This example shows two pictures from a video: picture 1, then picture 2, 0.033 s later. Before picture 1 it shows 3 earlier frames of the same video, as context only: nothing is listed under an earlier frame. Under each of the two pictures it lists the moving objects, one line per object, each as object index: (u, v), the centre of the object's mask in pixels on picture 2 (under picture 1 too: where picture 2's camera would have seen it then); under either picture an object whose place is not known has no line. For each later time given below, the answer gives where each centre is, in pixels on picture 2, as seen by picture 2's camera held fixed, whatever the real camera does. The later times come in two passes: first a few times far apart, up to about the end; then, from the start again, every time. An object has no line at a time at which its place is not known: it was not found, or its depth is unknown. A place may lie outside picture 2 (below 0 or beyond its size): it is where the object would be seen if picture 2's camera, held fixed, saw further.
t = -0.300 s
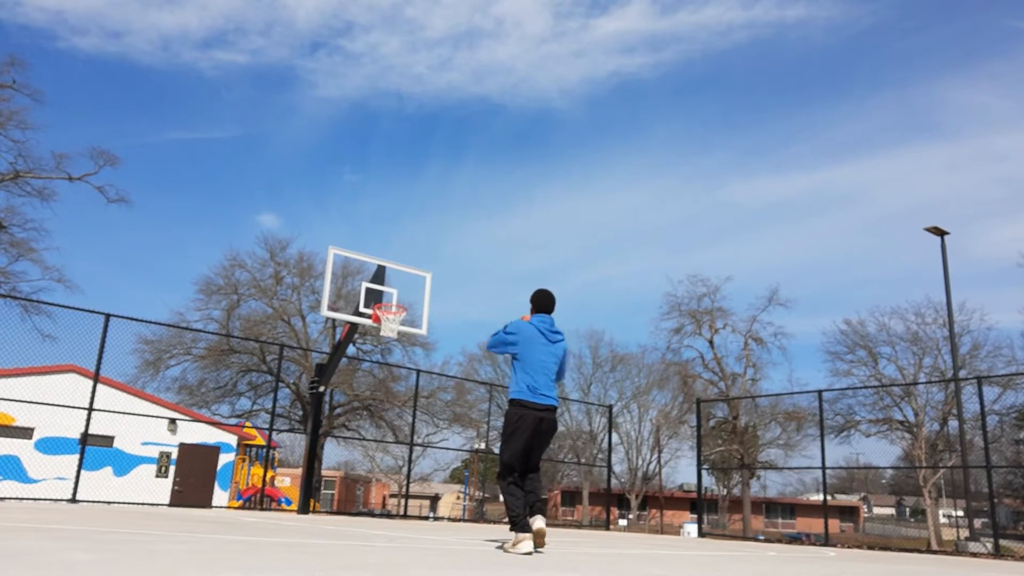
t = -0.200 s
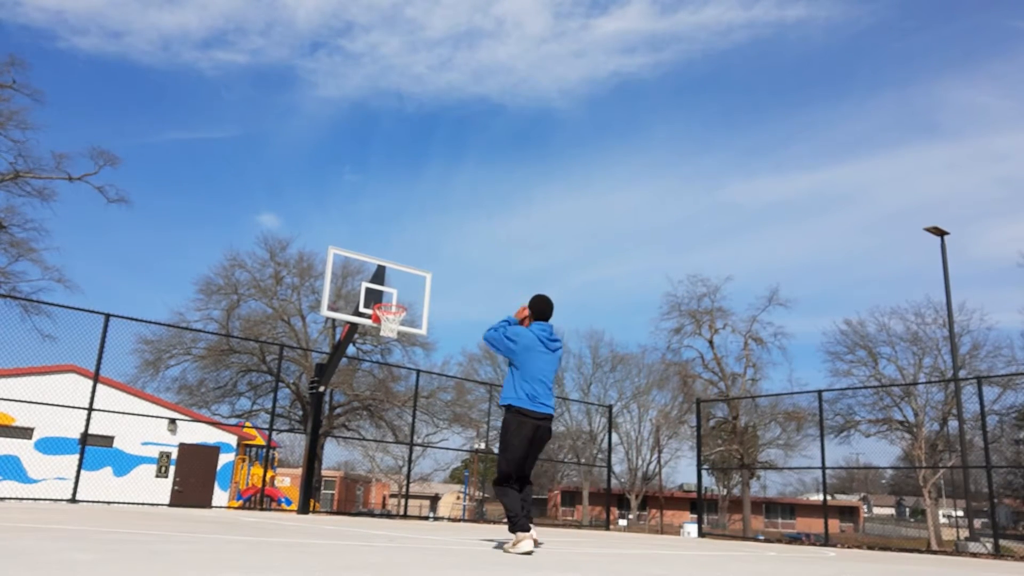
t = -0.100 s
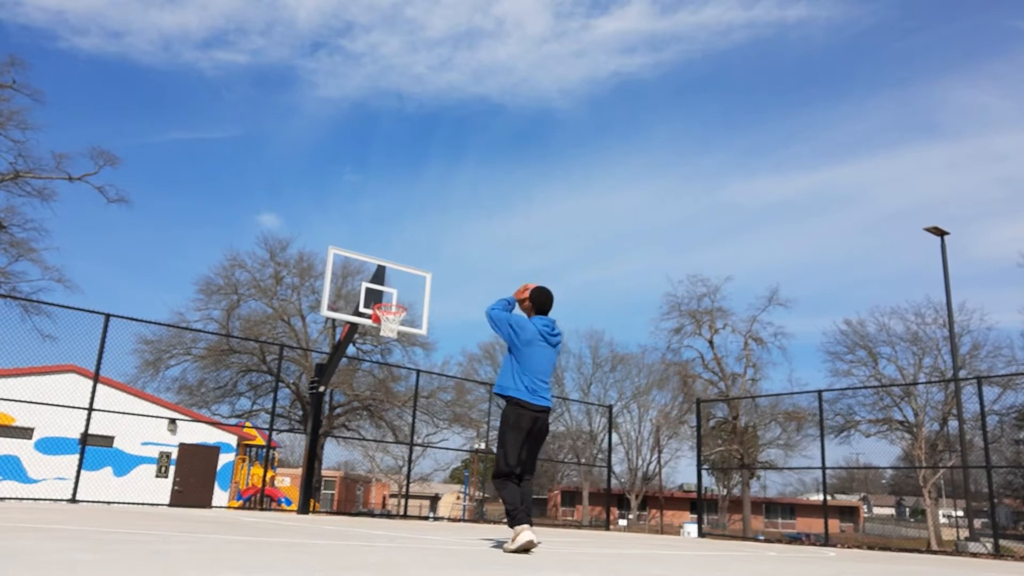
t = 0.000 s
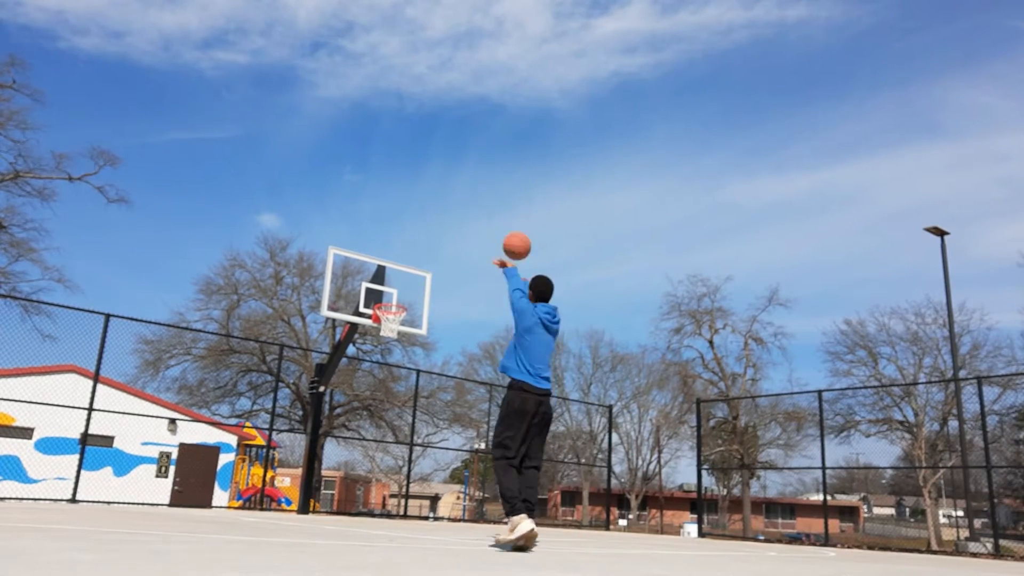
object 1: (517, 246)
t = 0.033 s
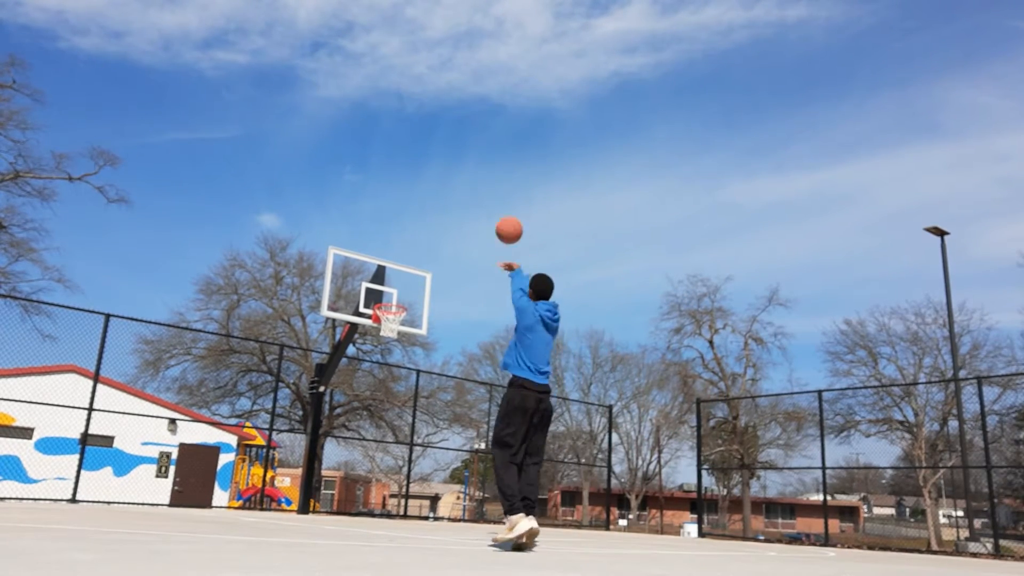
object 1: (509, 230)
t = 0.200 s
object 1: (476, 181)
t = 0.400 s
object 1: (444, 170)
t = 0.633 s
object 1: (413, 194)
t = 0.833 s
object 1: (390, 239)
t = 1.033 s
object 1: (368, 301)
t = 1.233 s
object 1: (374, 332)
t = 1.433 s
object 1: (389, 387)
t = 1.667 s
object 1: (405, 502)
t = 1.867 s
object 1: (432, 443)
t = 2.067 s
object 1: (462, 386)
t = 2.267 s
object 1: (489, 364)
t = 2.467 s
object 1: (516, 378)
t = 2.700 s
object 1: (549, 445)
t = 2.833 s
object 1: (569, 514)
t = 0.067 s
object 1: (501, 216)
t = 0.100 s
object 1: (495, 205)
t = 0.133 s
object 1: (488, 196)
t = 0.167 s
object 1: (482, 188)
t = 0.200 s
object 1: (476, 181)
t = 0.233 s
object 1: (470, 176)
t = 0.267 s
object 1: (465, 173)
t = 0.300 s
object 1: (459, 171)
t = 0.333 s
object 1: (454, 169)
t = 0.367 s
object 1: (449, 169)
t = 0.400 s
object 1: (444, 170)
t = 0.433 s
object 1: (440, 171)
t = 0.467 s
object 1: (435, 173)
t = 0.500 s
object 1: (431, 176)
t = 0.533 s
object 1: (426, 180)
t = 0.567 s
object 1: (422, 184)
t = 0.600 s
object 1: (418, 188)
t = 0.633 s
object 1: (413, 194)
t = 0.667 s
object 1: (410, 200)
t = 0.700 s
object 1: (406, 207)
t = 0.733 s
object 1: (402, 214)
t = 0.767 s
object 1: (398, 222)
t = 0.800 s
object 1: (394, 230)
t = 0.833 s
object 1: (390, 239)
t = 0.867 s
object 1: (386, 248)
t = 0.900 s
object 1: (383, 257)
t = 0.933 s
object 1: (379, 268)
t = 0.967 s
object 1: (375, 278)
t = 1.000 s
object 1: (372, 290)
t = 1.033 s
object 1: (368, 301)
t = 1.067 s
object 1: (363, 310)
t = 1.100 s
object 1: (364, 313)
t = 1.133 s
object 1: (367, 317)
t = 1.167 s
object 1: (370, 321)
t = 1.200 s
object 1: (372, 326)
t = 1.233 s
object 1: (374, 332)
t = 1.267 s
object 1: (377, 339)
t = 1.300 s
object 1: (380, 347)
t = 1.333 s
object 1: (382, 355)
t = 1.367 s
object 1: (384, 365)
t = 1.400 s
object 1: (387, 375)
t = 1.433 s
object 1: (389, 387)
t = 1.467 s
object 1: (392, 400)
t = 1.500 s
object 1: (394, 414)
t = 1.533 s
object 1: (396, 429)
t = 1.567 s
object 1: (399, 445)
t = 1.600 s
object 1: (401, 463)
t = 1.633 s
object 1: (403, 482)
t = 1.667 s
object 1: (405, 502)
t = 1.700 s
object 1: (407, 516)
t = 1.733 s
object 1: (413, 500)
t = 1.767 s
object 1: (418, 484)
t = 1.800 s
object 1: (422, 470)
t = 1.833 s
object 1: (427, 456)
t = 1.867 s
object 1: (432, 443)
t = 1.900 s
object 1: (437, 432)
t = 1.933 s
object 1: (442, 420)
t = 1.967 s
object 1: (447, 411)
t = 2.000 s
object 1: (452, 401)
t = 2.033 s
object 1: (457, 394)
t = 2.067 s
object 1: (462, 386)
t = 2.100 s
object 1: (466, 380)
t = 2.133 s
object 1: (470, 375)
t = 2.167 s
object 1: (475, 371)
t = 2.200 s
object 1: (480, 368)
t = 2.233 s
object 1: (484, 365)
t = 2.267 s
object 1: (489, 364)
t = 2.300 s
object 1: (493, 364)
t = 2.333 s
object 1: (498, 364)
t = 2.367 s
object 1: (502, 366)
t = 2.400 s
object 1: (507, 369)
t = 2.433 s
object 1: (512, 372)
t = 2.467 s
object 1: (516, 378)
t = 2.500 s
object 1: (521, 383)
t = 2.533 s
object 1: (526, 391)
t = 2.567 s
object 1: (530, 399)
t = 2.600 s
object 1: (535, 409)
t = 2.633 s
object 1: (539, 420)
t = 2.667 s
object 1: (544, 432)
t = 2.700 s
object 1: (549, 445)
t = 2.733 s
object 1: (554, 460)
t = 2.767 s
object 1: (559, 476)
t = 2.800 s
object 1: (565, 494)
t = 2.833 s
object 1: (569, 514)
